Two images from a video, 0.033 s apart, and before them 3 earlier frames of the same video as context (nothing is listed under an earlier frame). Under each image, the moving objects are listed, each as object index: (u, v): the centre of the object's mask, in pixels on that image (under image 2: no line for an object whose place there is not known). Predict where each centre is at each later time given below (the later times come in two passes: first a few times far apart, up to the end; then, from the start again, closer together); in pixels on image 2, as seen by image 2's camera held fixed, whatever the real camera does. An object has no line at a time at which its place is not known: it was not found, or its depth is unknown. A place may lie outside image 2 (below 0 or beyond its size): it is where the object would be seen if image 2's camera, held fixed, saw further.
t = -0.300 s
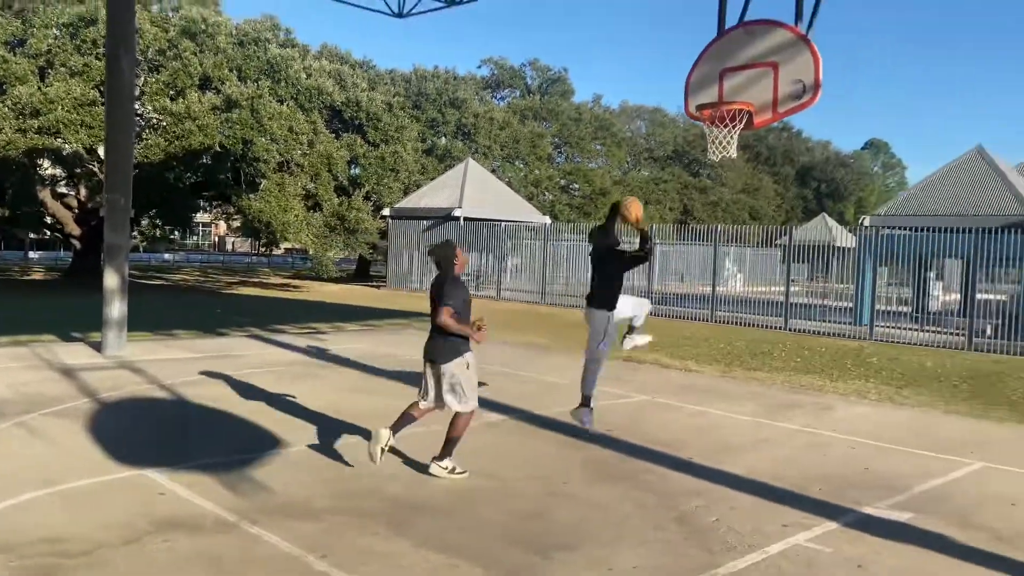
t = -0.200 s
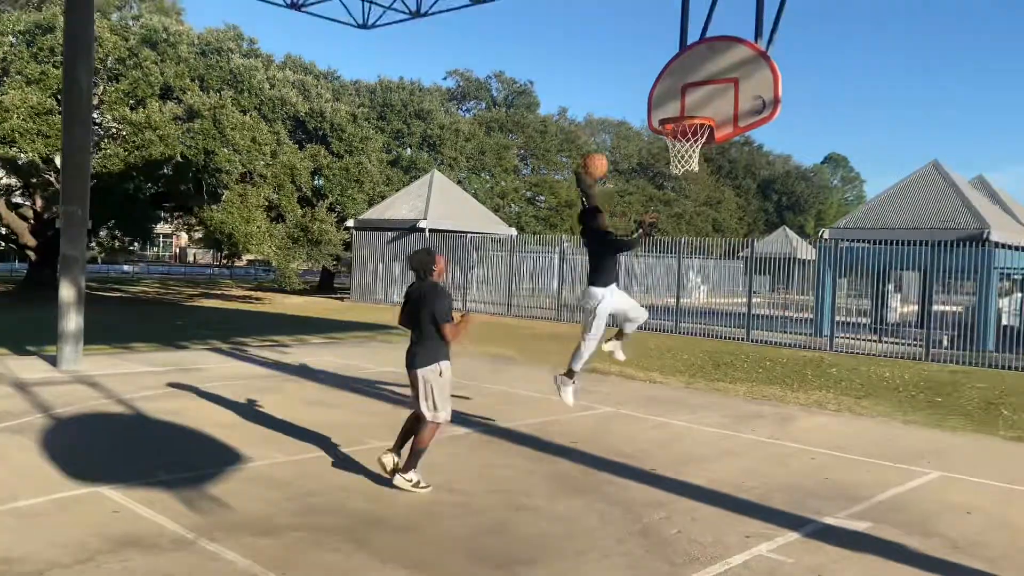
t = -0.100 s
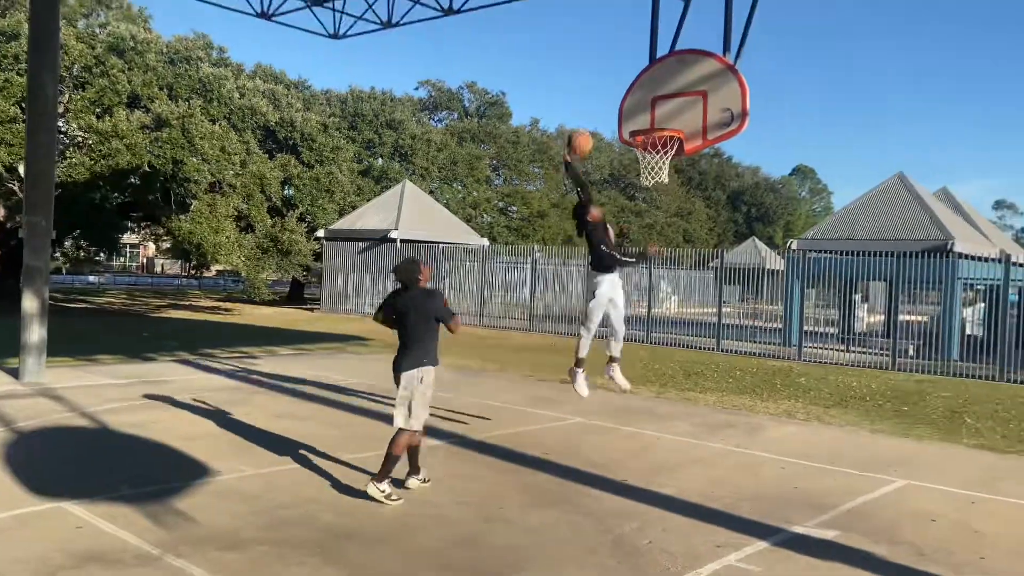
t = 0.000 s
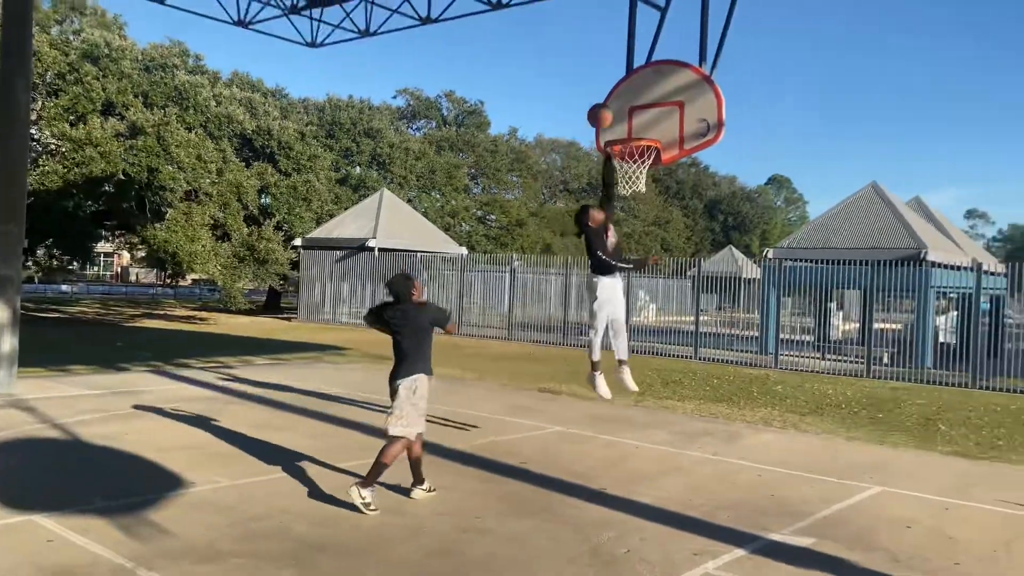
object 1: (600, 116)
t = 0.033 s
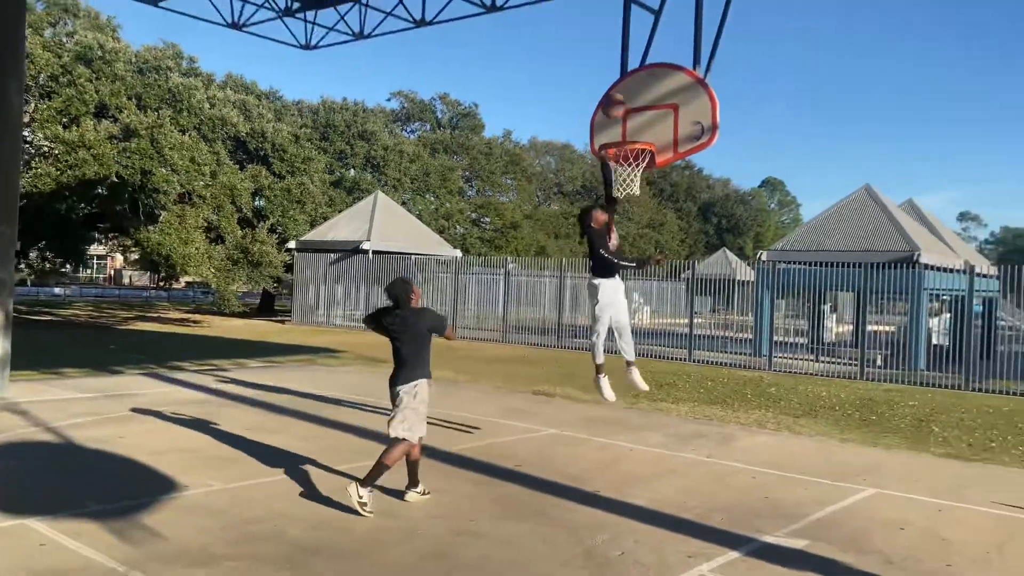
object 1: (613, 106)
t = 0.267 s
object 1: (685, 56)
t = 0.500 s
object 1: (732, 70)
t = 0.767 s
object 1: (799, 183)
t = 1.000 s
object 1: (879, 406)
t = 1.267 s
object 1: (948, 467)
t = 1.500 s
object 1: (961, 285)
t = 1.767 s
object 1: (965, 205)
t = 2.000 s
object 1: (970, 246)
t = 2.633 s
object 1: (1010, 499)
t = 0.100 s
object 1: (652, 83)
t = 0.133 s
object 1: (661, 76)
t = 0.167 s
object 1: (667, 68)
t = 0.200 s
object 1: (672, 63)
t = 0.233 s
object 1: (679, 59)
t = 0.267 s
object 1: (685, 56)
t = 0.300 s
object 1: (690, 54)
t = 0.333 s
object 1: (697, 53)
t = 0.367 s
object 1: (703, 54)
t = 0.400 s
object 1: (711, 56)
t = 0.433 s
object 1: (718, 58)
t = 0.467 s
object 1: (725, 64)
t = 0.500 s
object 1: (732, 70)
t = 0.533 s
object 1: (739, 77)
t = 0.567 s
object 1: (747, 87)
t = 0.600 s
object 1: (755, 98)
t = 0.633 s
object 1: (763, 111)
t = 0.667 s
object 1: (772, 126)
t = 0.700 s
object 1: (780, 143)
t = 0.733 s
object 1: (789, 162)
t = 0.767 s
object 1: (799, 183)
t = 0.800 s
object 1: (809, 207)
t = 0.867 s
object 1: (830, 262)
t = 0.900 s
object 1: (840, 294)
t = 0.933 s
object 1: (852, 328)
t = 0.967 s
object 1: (866, 365)
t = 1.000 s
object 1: (879, 406)
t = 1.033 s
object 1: (892, 450)
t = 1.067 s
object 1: (907, 500)
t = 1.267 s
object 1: (948, 467)
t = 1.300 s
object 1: (951, 435)
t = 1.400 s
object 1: (956, 351)
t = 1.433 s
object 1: (957, 327)
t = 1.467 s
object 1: (960, 305)
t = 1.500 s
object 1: (961, 285)
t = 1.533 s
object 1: (962, 268)
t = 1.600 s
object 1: (964, 238)
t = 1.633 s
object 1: (964, 228)
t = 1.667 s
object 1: (964, 219)
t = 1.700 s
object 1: (964, 213)
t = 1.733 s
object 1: (965, 208)
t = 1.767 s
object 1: (965, 205)
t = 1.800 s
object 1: (966, 204)
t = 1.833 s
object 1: (967, 205)
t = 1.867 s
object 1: (967, 209)
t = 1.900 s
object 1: (968, 214)
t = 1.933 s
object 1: (968, 222)
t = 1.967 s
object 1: (969, 233)
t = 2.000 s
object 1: (970, 246)
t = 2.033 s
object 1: (969, 263)
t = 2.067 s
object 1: (971, 282)
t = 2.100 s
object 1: (973, 304)
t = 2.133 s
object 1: (973, 328)
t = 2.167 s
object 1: (973, 354)
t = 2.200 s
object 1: (977, 384)
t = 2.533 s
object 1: (992, 577)
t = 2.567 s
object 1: (998, 549)
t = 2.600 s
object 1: (1003, 523)
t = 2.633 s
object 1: (1010, 499)
